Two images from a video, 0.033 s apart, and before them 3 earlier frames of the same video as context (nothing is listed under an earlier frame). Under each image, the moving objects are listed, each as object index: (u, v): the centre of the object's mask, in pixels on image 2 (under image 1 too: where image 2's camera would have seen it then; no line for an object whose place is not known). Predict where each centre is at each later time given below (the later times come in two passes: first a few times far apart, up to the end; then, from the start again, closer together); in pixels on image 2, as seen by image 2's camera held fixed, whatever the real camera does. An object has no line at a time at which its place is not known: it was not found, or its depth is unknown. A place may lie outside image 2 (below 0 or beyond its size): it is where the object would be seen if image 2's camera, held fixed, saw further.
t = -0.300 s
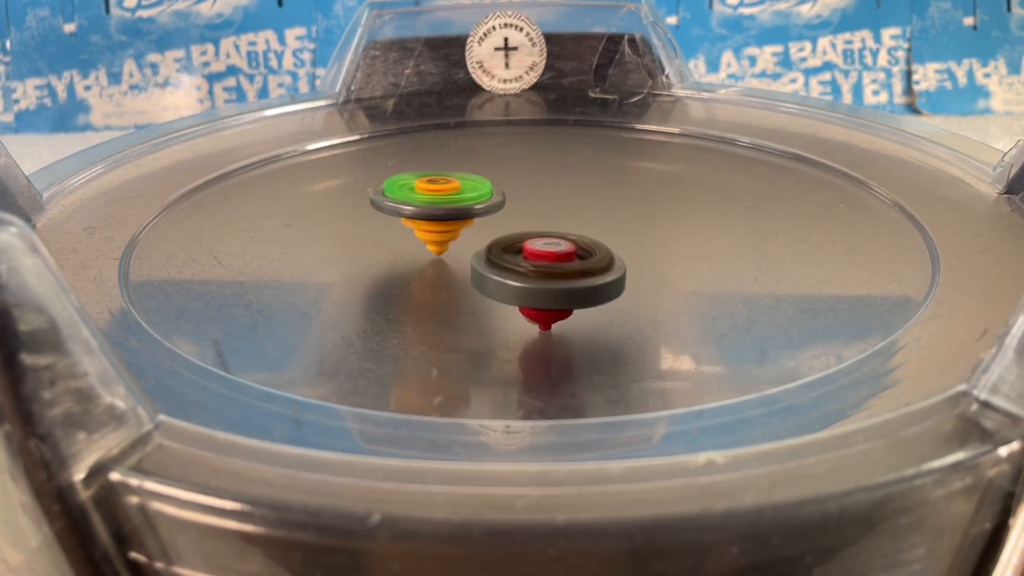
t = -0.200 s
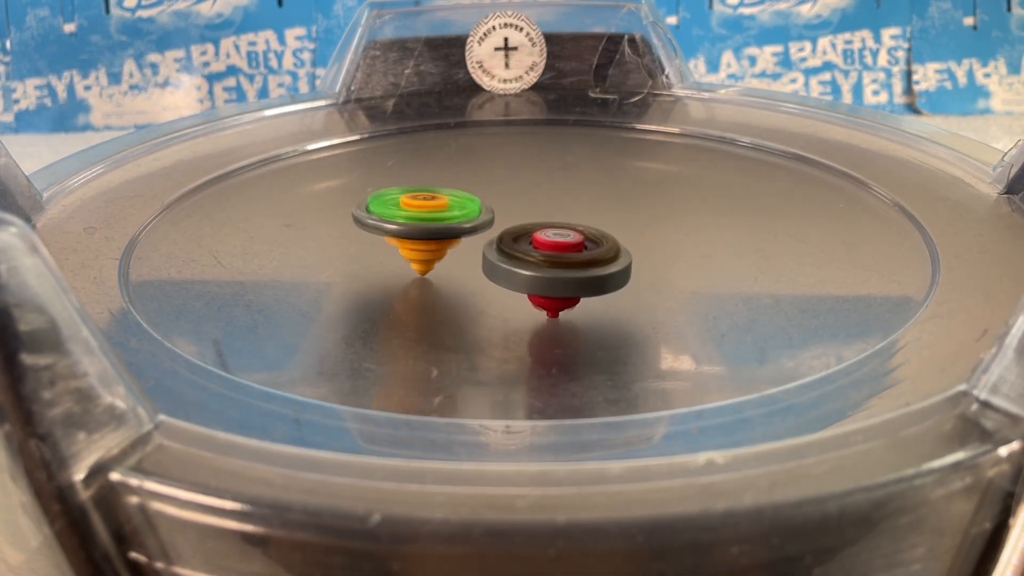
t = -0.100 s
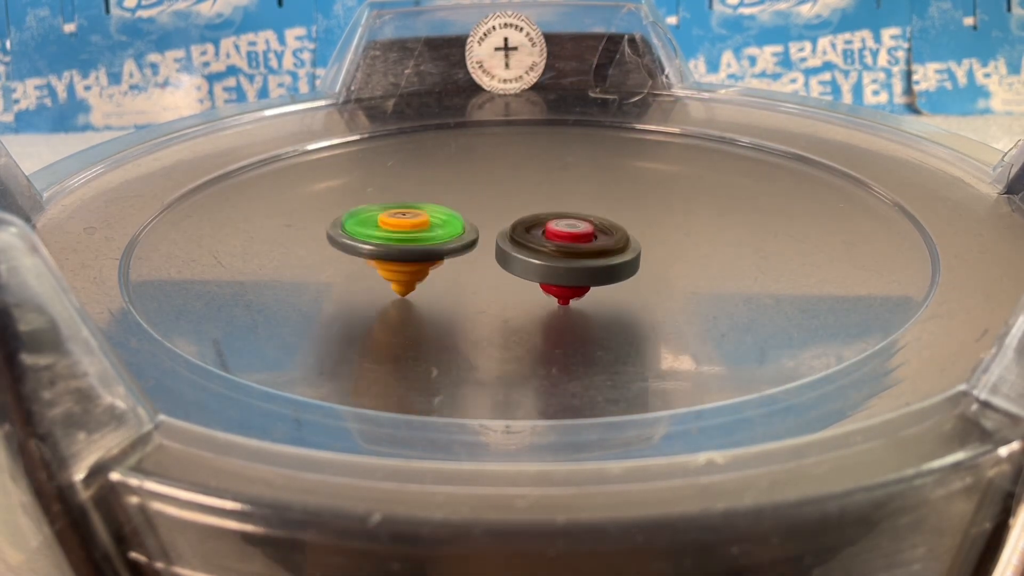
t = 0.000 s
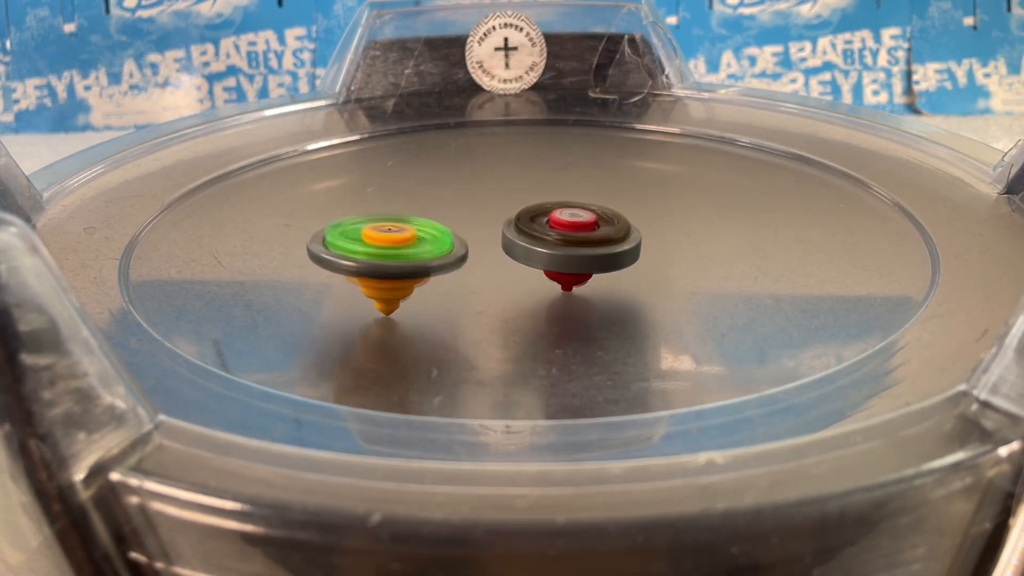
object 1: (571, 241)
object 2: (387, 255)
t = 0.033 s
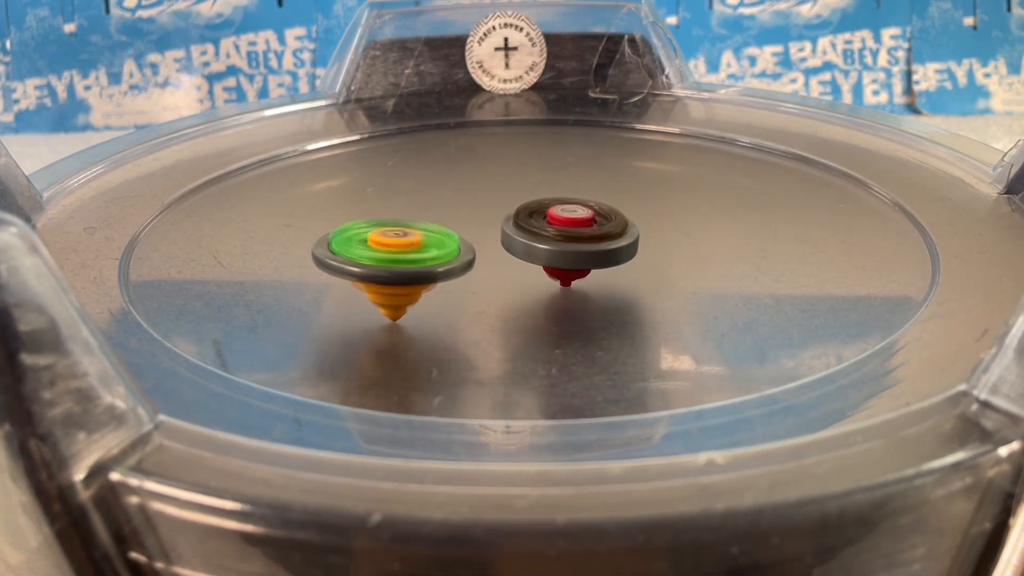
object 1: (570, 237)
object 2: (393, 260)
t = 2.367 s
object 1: (420, 117)
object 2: (524, 274)
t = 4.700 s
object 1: (233, 240)
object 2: (543, 198)
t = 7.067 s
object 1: (326, 226)
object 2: (662, 188)
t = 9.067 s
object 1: (558, 130)
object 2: (513, 211)
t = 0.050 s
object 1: (569, 235)
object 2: (399, 262)
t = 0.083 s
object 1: (565, 231)
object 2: (412, 266)
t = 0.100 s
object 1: (564, 229)
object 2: (421, 268)
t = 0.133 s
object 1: (560, 225)
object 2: (440, 270)
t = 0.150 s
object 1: (558, 223)
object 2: (449, 271)
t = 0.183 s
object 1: (555, 218)
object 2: (470, 270)
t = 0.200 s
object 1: (553, 215)
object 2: (479, 269)
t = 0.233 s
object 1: (548, 209)
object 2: (499, 267)
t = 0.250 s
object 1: (546, 207)
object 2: (507, 265)
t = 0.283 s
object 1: (539, 202)
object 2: (521, 260)
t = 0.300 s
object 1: (534, 200)
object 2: (527, 257)
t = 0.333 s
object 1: (529, 194)
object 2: (533, 257)
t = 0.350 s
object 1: (527, 191)
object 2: (535, 260)
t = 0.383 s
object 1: (524, 184)
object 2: (540, 261)
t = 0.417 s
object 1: (519, 179)
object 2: (544, 260)
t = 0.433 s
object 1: (515, 178)
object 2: (545, 259)
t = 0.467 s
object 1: (507, 175)
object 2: (549, 255)
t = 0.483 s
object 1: (503, 173)
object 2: (549, 253)
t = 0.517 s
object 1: (495, 172)
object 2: (552, 247)
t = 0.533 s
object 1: (491, 171)
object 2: (551, 244)
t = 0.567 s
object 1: (482, 170)
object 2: (549, 238)
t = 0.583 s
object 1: (478, 170)
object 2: (548, 235)
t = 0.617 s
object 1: (470, 169)
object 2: (541, 229)
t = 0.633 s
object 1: (466, 169)
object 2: (538, 226)
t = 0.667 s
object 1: (458, 167)
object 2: (526, 221)
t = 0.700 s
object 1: (450, 166)
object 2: (514, 217)
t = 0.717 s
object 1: (447, 166)
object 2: (508, 216)
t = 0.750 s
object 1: (438, 160)
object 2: (506, 226)
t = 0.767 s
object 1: (433, 157)
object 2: (506, 231)
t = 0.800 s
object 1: (425, 153)
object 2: (504, 238)
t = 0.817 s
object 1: (421, 153)
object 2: (503, 241)
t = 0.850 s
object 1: (413, 154)
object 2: (503, 246)
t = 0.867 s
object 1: (410, 154)
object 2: (502, 247)
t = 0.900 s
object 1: (405, 156)
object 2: (505, 249)
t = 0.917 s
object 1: (402, 157)
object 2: (507, 249)
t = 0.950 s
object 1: (397, 160)
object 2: (516, 249)
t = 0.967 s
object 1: (396, 162)
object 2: (521, 248)
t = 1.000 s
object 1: (393, 165)
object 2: (533, 247)
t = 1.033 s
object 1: (393, 169)
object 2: (546, 244)
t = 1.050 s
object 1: (392, 171)
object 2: (552, 242)
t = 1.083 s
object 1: (393, 175)
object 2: (563, 238)
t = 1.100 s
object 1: (394, 178)
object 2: (567, 235)
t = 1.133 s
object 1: (396, 182)
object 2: (572, 231)
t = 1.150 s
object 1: (397, 184)
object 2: (572, 227)
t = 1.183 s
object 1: (402, 188)
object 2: (570, 223)
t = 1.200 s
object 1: (405, 191)
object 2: (568, 220)
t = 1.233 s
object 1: (410, 196)
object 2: (559, 217)
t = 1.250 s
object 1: (413, 198)
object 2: (554, 215)
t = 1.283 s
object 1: (398, 196)
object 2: (567, 214)
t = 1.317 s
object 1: (343, 182)
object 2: (627, 217)
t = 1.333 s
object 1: (319, 177)
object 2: (655, 216)
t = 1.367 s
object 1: (281, 167)
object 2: (707, 215)
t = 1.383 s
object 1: (265, 164)
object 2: (730, 212)
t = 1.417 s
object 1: (239, 161)
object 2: (770, 209)
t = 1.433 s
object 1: (230, 162)
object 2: (788, 210)
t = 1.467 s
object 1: (216, 169)
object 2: (815, 206)
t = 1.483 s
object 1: (212, 174)
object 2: (825, 205)
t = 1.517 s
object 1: (209, 189)
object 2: (836, 203)
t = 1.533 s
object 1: (211, 198)
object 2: (838, 201)
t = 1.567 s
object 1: (222, 219)
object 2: (834, 200)
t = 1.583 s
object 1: (233, 231)
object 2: (829, 202)
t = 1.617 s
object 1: (267, 254)
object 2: (813, 202)
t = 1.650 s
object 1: (316, 274)
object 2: (791, 203)
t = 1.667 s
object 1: (345, 282)
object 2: (776, 202)
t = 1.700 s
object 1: (413, 295)
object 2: (747, 206)
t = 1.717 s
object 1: (450, 299)
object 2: (730, 207)
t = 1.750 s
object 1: (525, 300)
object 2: (695, 210)
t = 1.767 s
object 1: (562, 298)
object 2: (677, 211)
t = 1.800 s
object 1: (632, 290)
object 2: (643, 208)
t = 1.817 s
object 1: (665, 282)
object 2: (623, 206)
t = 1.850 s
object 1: (718, 265)
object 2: (589, 212)
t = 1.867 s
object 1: (739, 255)
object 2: (573, 211)
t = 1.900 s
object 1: (772, 233)
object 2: (542, 210)
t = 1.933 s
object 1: (791, 211)
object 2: (515, 209)
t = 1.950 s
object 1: (796, 199)
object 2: (502, 210)
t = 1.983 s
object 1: (797, 177)
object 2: (480, 210)
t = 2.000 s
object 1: (793, 166)
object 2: (471, 212)
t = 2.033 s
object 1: (780, 147)
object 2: (454, 214)
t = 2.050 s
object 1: (770, 138)
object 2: (448, 216)
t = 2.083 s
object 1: (745, 122)
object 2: (437, 220)
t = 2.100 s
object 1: (731, 115)
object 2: (434, 224)
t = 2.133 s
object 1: (699, 103)
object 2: (430, 229)
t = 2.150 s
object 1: (681, 99)
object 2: (431, 232)
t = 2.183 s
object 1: (643, 94)
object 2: (433, 240)
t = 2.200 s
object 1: (623, 94)
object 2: (436, 243)
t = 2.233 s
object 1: (583, 94)
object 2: (445, 251)
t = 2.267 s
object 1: (541, 96)
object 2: (459, 259)
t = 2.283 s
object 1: (518, 97)
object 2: (467, 261)
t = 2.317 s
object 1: (477, 103)
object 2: (489, 266)
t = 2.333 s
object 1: (457, 107)
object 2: (499, 269)
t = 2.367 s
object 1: (420, 117)
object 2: (524, 274)
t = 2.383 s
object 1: (401, 123)
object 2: (536, 275)
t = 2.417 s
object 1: (369, 139)
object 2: (563, 277)
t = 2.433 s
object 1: (355, 148)
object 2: (575, 276)
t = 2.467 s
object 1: (333, 166)
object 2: (601, 274)
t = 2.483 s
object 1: (323, 176)
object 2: (612, 271)
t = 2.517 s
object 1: (313, 198)
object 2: (635, 266)
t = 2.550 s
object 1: (311, 220)
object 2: (652, 259)
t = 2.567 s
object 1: (315, 232)
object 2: (658, 256)
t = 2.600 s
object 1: (332, 254)
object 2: (668, 248)
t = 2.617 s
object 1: (345, 265)
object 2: (672, 244)
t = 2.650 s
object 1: (382, 284)
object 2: (675, 236)
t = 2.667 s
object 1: (405, 293)
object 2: (674, 232)
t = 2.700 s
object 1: (462, 307)
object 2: (668, 224)
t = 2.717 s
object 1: (495, 312)
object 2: (662, 221)
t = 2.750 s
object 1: (567, 317)
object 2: (647, 216)
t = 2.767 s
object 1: (605, 317)
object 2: (637, 214)
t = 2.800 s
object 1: (683, 312)
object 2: (615, 212)
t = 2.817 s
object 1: (722, 307)
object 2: (602, 211)
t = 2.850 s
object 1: (796, 292)
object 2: (577, 210)
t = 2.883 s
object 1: (859, 273)
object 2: (549, 212)
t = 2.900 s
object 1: (886, 261)
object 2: (536, 212)
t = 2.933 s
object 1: (927, 237)
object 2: (510, 214)
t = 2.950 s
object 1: (927, 223)
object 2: (498, 216)
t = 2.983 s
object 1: (920, 206)
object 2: (477, 217)
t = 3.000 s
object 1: (916, 198)
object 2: (467, 220)
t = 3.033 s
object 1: (903, 181)
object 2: (450, 223)
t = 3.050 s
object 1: (895, 173)
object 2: (441, 226)
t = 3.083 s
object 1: (873, 160)
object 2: (430, 229)
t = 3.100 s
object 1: (860, 155)
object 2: (426, 232)
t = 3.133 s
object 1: (830, 146)
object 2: (420, 237)
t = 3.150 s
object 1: (813, 143)
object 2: (420, 239)
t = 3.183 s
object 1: (779, 139)
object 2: (419, 246)
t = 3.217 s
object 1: (739, 137)
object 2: (425, 252)
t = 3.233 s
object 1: (718, 136)
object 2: (428, 256)
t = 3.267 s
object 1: (675, 138)
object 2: (441, 260)
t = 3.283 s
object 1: (652, 139)
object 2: (448, 265)
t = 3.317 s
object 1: (607, 145)
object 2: (467, 268)
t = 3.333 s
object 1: (584, 148)
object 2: (478, 272)
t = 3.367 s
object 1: (541, 155)
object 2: (501, 272)
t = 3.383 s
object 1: (519, 160)
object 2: (513, 273)
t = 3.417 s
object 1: (478, 171)
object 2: (537, 273)
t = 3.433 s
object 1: (458, 177)
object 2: (550, 272)
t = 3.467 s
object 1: (421, 190)
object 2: (574, 270)
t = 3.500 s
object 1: (389, 204)
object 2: (594, 266)
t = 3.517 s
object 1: (374, 212)
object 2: (602, 263)
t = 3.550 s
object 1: (350, 228)
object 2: (611, 257)
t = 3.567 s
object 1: (341, 236)
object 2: (615, 254)
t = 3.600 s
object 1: (327, 254)
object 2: (616, 247)
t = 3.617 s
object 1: (324, 262)
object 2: (615, 243)
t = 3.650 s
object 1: (326, 281)
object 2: (608, 237)
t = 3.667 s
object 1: (332, 290)
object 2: (602, 233)
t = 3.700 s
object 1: (354, 307)
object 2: (588, 226)
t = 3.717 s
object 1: (370, 315)
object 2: (579, 223)
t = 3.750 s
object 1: (414, 329)
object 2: (560, 217)
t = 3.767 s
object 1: (442, 335)
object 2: (549, 215)
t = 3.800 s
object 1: (509, 343)
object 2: (527, 211)
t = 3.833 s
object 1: (587, 345)
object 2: (507, 207)
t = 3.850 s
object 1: (627, 342)
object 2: (497, 207)
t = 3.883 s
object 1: (699, 331)
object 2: (481, 205)
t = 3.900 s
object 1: (729, 325)
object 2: (473, 205)
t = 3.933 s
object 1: (777, 311)
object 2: (458, 206)
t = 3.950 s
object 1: (795, 302)
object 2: (451, 207)
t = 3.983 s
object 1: (820, 288)
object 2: (439, 210)
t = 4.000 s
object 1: (828, 280)
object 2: (435, 211)
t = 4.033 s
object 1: (834, 267)
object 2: (429, 216)
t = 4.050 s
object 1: (833, 260)
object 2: (426, 217)
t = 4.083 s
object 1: (825, 249)
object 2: (426, 222)
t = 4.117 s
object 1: (810, 240)
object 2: (428, 228)
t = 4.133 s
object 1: (801, 235)
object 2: (430, 230)
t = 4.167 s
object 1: (781, 227)
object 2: (436, 237)
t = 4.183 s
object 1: (769, 223)
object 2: (440, 239)
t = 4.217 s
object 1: (743, 217)
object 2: (449, 245)
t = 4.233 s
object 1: (729, 214)
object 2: (454, 248)
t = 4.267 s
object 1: (699, 208)
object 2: (464, 254)
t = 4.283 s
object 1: (683, 205)
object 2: (470, 256)
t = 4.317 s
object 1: (650, 201)
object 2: (482, 259)
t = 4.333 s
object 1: (632, 198)
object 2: (489, 260)
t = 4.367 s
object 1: (594, 194)
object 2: (503, 261)
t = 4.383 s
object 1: (573, 192)
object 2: (510, 260)
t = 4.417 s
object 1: (530, 188)
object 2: (528, 257)
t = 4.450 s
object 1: (487, 188)
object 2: (542, 253)
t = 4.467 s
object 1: (466, 190)
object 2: (548, 251)
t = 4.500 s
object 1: (424, 192)
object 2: (560, 244)
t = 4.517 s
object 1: (403, 193)
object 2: (563, 240)
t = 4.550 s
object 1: (362, 197)
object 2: (569, 232)
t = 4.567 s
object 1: (343, 200)
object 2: (570, 229)
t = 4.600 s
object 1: (307, 207)
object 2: (568, 220)
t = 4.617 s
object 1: (290, 211)
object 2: (567, 215)
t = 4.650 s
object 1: (261, 221)
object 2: (560, 208)
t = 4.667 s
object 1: (250, 227)
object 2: (555, 204)
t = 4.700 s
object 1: (233, 240)
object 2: (543, 198)
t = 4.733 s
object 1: (226, 253)
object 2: (528, 194)
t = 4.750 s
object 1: (227, 261)
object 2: (520, 191)
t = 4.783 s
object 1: (238, 275)
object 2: (507, 189)
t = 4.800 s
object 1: (247, 281)
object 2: (500, 188)
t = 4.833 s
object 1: (274, 294)
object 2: (487, 187)
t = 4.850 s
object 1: (290, 300)
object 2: (482, 189)
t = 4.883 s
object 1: (329, 309)
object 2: (472, 191)
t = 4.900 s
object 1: (351, 313)
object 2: (468, 193)
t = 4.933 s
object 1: (394, 318)
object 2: (460, 198)
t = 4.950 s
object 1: (415, 319)
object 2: (456, 201)
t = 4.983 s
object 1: (459, 318)
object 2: (449, 207)
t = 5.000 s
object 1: (480, 317)
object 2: (446, 210)
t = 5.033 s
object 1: (516, 314)
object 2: (439, 218)
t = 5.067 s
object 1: (549, 308)
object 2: (436, 226)
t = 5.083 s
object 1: (562, 305)
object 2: (436, 230)
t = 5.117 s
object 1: (586, 298)
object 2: (440, 237)
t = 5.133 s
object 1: (597, 294)
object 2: (445, 240)
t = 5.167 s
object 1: (614, 285)
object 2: (460, 247)
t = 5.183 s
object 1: (621, 281)
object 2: (468, 249)
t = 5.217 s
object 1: (636, 272)
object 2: (486, 251)
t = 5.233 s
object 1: (647, 267)
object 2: (492, 252)
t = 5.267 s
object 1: (664, 257)
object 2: (507, 250)
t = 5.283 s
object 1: (670, 251)
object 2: (515, 249)
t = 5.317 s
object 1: (698, 236)
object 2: (512, 245)
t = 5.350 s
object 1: (725, 219)
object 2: (500, 239)
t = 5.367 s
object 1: (734, 211)
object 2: (495, 236)
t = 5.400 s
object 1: (741, 195)
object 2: (490, 229)
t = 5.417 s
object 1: (741, 187)
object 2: (487, 226)
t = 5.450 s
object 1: (732, 173)
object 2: (487, 219)
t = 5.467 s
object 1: (724, 166)
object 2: (488, 216)
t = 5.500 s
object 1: (704, 153)
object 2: (489, 214)
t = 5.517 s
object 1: (691, 148)
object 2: (489, 212)
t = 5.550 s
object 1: (662, 137)
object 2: (488, 210)
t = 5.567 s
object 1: (648, 132)
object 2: (487, 210)
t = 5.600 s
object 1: (615, 126)
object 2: (484, 210)
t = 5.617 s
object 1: (598, 122)
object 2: (482, 211)
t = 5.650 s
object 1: (562, 119)
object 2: (478, 212)
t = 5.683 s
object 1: (524, 117)
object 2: (472, 215)
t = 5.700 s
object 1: (506, 119)
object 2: (469, 216)
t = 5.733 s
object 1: (469, 121)
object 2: (464, 220)
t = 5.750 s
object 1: (451, 122)
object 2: (464, 222)
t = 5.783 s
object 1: (416, 129)
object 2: (463, 226)
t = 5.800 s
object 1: (399, 134)
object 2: (465, 227)
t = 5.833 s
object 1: (367, 142)
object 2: (472, 231)
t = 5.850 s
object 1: (353, 149)
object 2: (476, 232)
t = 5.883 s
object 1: (329, 163)
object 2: (489, 233)
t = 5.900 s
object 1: (319, 171)
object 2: (498, 234)
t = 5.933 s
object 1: (304, 188)
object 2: (514, 234)
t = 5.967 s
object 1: (297, 206)
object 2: (530, 232)
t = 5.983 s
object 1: (297, 216)
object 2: (538, 230)
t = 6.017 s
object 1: (304, 235)
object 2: (553, 227)
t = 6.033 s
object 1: (311, 245)
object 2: (558, 224)
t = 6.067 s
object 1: (334, 263)
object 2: (567, 219)
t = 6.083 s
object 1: (351, 272)
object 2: (570, 216)
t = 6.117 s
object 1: (390, 287)
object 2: (573, 211)
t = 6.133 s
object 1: (413, 294)
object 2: (573, 208)
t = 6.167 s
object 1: (467, 303)
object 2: (570, 202)
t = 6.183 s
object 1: (497, 306)
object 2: (568, 200)
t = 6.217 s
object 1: (559, 309)
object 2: (559, 196)
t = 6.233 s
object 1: (593, 309)
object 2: (554, 194)
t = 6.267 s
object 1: (657, 302)
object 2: (542, 191)
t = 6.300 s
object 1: (716, 292)
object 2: (528, 190)
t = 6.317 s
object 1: (743, 286)
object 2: (519, 190)
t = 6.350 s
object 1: (790, 270)
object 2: (502, 191)
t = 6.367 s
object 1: (809, 261)
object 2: (494, 192)
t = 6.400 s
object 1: (841, 243)
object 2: (478, 196)
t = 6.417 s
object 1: (852, 233)
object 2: (470, 199)
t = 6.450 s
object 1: (864, 213)
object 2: (458, 205)
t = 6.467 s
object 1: (866, 204)
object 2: (454, 209)
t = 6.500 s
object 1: (861, 187)
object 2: (448, 219)
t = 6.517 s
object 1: (856, 179)
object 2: (447, 224)
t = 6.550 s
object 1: (837, 165)
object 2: (452, 233)
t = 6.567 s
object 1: (826, 158)
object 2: (457, 237)
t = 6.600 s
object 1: (797, 148)
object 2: (471, 247)
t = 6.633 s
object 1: (764, 140)
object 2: (490, 253)
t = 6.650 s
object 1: (747, 138)
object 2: (503, 256)
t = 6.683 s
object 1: (709, 134)
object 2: (529, 260)
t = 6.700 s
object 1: (690, 132)
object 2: (544, 261)
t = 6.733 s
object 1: (651, 133)
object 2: (571, 261)
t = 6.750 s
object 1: (630, 134)
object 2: (585, 260)
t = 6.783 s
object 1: (591, 137)
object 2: (612, 256)
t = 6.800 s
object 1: (571, 140)
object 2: (624, 254)
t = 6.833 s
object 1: (532, 145)
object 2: (647, 248)
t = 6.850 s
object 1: (513, 149)
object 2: (656, 244)
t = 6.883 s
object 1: (476, 157)
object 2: (672, 236)
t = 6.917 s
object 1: (441, 167)
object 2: (683, 227)
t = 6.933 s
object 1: (425, 172)
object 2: (685, 222)
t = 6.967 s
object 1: (393, 184)
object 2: (688, 213)
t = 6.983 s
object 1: (379, 190)
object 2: (686, 208)
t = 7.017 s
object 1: (354, 204)
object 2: (682, 200)
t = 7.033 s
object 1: (343, 211)
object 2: (676, 196)
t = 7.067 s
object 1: (326, 226)
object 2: (662, 188)
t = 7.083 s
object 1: (320, 234)
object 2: (653, 185)
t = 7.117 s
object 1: (312, 250)
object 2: (634, 180)
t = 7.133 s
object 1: (312, 259)
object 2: (623, 179)
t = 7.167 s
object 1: (318, 275)
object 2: (598, 177)
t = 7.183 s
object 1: (326, 284)
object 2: (585, 177)
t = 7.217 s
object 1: (348, 299)
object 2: (561, 179)
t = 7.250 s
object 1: (382, 314)
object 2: (539, 183)
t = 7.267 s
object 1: (404, 320)
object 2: (527, 186)
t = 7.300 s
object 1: (456, 330)
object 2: (508, 192)
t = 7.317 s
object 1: (486, 333)
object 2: (499, 195)
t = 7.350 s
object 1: (552, 335)
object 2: (484, 203)
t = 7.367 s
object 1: (586, 335)
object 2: (478, 207)
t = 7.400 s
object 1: (655, 330)
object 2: (467, 217)
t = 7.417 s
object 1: (687, 325)
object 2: (464, 221)
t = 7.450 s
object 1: (746, 314)
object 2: (462, 229)
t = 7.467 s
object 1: (771, 306)
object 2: (463, 234)
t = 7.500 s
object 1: (811, 290)
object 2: (469, 243)
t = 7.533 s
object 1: (836, 273)
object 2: (479, 250)
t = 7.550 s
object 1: (843, 264)
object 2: (486, 253)
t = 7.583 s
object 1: (848, 246)
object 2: (502, 259)
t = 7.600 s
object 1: (845, 239)
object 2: (512, 262)
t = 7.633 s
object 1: (833, 223)
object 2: (533, 266)
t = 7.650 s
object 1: (823, 216)
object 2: (545, 267)
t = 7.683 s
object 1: (799, 204)
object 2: (570, 268)
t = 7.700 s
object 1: (785, 198)
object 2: (583, 268)
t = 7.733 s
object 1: (752, 189)
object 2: (609, 268)
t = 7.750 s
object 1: (735, 185)
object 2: (621, 267)
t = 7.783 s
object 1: (698, 178)
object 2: (644, 261)
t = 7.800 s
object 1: (680, 174)
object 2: (655, 258)
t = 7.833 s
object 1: (641, 170)
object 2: (674, 251)
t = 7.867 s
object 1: (601, 167)
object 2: (685, 244)
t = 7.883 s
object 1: (581, 167)
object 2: (688, 240)
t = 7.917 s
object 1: (542, 165)
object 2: (690, 231)
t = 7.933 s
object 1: (522, 165)
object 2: (688, 227)
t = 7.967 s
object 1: (482, 166)
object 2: (680, 219)
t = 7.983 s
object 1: (462, 166)
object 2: (674, 216)
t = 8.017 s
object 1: (423, 168)
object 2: (656, 210)
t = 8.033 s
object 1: (404, 169)
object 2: (646, 208)
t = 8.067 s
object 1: (367, 173)
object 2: (624, 204)
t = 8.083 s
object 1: (350, 176)
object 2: (612, 203)
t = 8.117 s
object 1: (314, 183)
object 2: (589, 201)
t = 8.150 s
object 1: (283, 190)
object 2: (563, 202)
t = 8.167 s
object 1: (269, 195)
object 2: (550, 203)
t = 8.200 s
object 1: (244, 206)
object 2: (527, 205)
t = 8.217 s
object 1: (234, 213)
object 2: (516, 206)
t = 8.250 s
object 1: (219, 227)
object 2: (496, 211)
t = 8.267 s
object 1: (216, 234)
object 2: (488, 213)
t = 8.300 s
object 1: (216, 250)
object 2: (472, 219)
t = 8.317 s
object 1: (220, 258)
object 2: (465, 222)
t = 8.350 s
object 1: (238, 275)
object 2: (455, 228)
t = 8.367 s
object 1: (252, 283)
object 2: (451, 231)
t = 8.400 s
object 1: (290, 299)
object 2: (447, 238)
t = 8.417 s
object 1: (314, 306)
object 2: (446, 242)
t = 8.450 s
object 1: (369, 316)
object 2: (448, 243)
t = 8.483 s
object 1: (431, 324)
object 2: (452, 246)
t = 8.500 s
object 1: (464, 325)
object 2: (455, 249)
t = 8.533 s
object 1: (530, 324)
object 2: (463, 256)
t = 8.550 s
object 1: (559, 321)
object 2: (467, 259)
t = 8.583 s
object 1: (615, 312)
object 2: (484, 271)
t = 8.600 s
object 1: (639, 306)
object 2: (494, 273)
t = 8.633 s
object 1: (684, 293)
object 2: (517, 275)
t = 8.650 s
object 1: (704, 286)
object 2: (525, 274)
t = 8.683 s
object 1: (735, 269)
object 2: (542, 273)
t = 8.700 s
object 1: (745, 261)
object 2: (551, 272)
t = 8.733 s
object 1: (758, 243)
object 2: (568, 268)
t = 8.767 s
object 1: (761, 226)
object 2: (583, 261)
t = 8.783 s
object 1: (759, 218)
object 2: (589, 258)
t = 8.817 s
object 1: (751, 202)
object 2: (597, 250)
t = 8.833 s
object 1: (745, 194)
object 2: (600, 247)
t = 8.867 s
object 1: (727, 180)
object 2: (599, 239)
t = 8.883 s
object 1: (717, 173)
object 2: (597, 236)
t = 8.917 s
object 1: (694, 162)
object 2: (588, 229)
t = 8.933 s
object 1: (681, 157)
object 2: (581, 226)
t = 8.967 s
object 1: (653, 148)
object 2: (568, 221)
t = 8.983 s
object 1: (638, 144)
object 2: (560, 219)
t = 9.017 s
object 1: (607, 137)
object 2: (543, 215)
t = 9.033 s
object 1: (591, 134)
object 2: (534, 213)
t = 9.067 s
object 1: (558, 130)
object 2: (513, 211)
